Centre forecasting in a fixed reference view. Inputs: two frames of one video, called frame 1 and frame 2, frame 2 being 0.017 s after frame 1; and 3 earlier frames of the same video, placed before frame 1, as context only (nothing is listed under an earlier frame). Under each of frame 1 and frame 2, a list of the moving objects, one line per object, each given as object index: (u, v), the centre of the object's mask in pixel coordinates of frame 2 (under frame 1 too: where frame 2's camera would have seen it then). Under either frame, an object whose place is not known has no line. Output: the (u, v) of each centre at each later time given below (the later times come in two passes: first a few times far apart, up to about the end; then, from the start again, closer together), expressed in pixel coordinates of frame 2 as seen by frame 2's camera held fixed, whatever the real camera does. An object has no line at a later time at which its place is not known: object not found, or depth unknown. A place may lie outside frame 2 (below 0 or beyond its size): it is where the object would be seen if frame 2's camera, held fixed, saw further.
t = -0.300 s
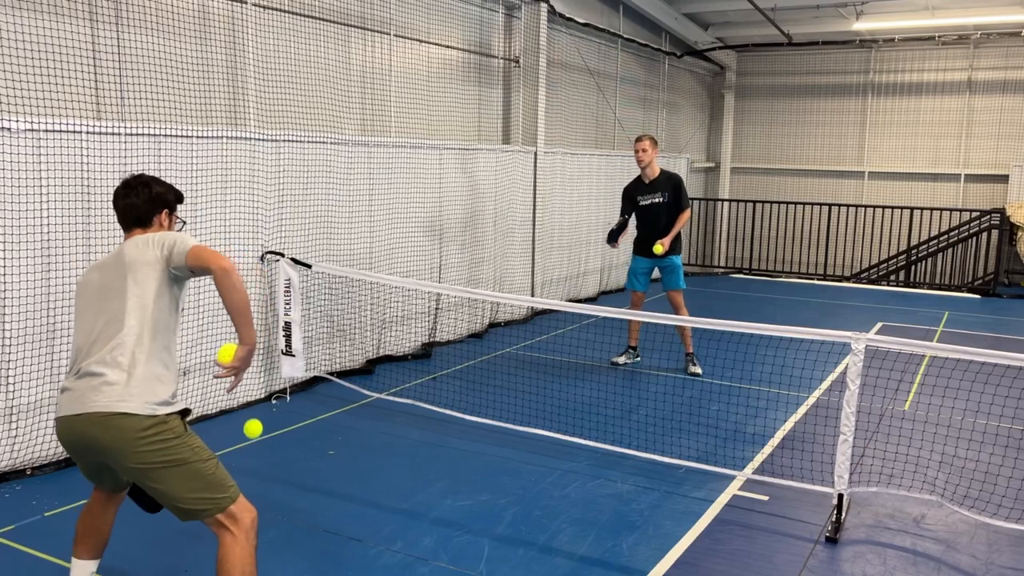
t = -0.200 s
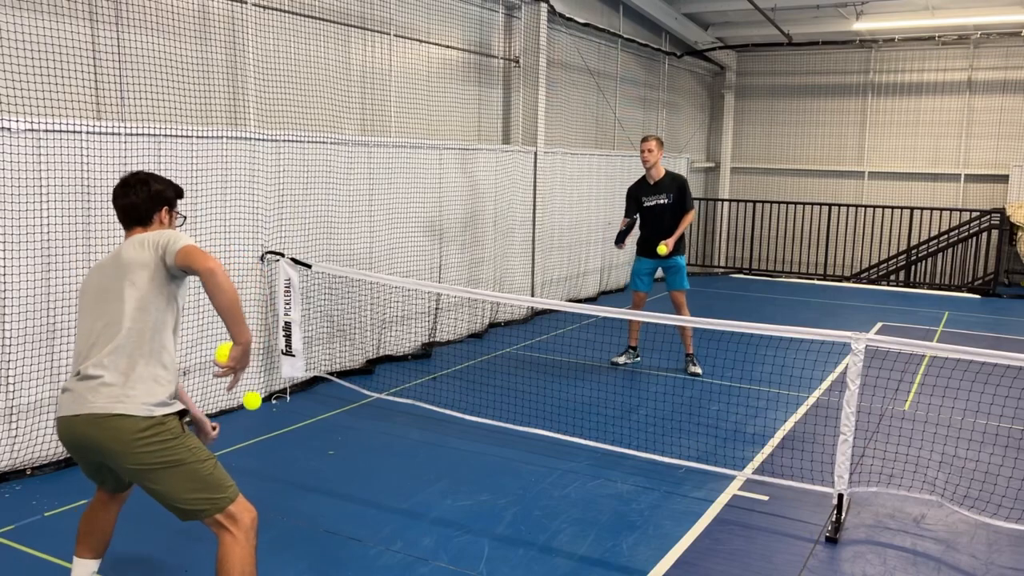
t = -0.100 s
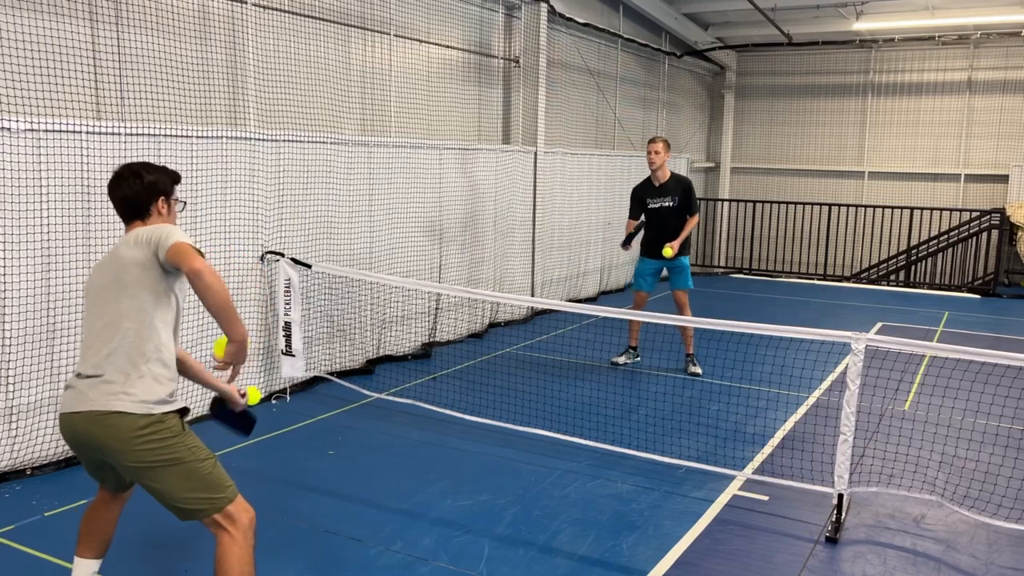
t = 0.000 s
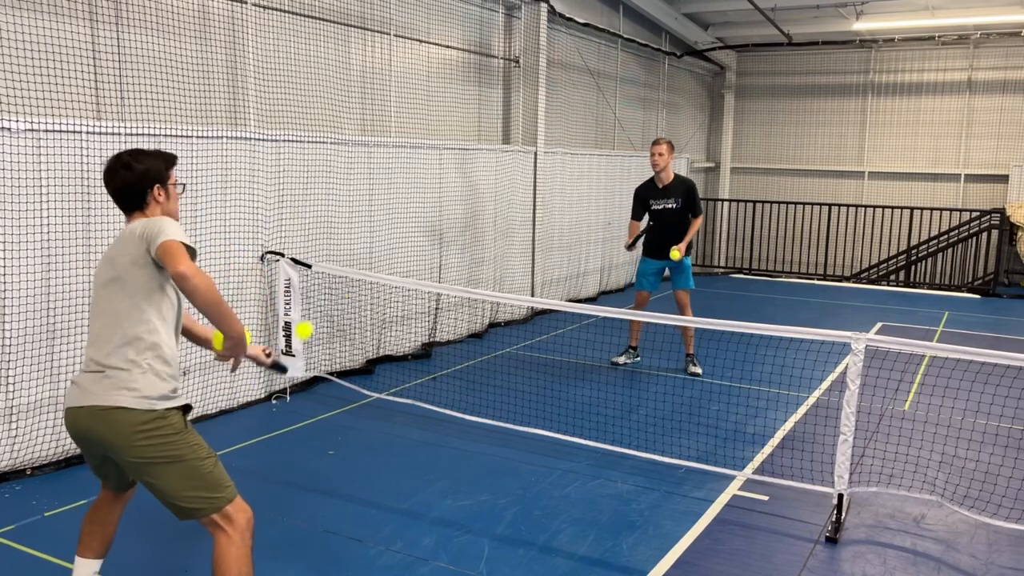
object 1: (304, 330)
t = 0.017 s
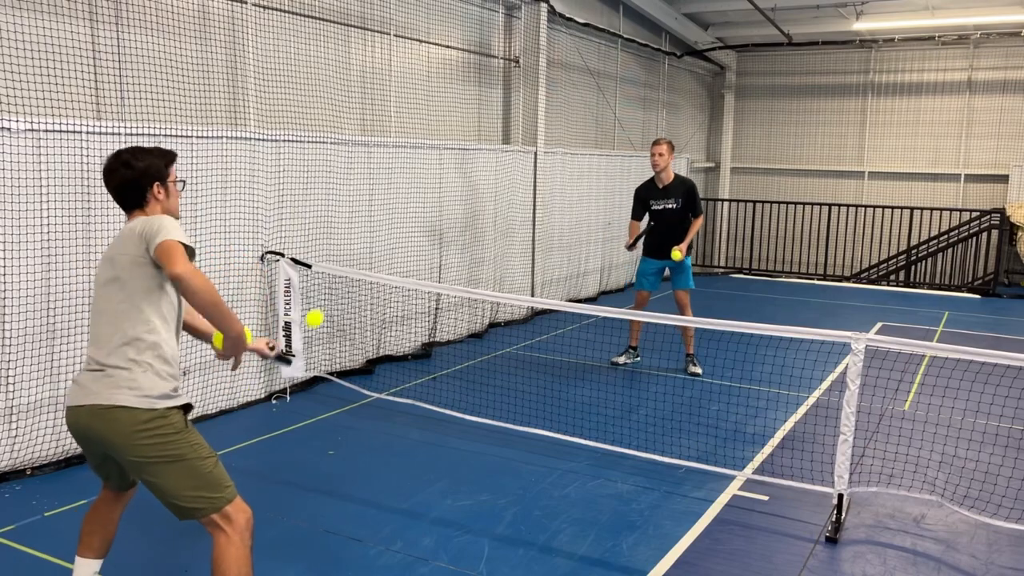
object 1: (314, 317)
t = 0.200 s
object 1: (414, 240)
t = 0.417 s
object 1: (498, 247)
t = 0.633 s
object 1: (560, 322)
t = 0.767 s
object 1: (589, 385)
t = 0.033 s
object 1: (325, 307)
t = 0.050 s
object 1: (335, 297)
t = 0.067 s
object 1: (343, 288)
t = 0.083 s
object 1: (353, 279)
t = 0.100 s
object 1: (363, 271)
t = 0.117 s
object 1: (372, 264)
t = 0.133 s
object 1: (381, 258)
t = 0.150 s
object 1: (388, 253)
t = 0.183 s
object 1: (405, 244)
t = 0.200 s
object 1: (414, 240)
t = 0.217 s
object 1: (420, 238)
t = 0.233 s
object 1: (428, 236)
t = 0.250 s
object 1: (435, 234)
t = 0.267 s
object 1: (442, 233)
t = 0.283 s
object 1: (449, 232)
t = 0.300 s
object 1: (456, 233)
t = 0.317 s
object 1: (463, 234)
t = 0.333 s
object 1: (469, 235)
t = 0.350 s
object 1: (475, 236)
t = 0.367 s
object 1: (481, 238)
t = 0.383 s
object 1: (487, 240)
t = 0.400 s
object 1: (493, 243)
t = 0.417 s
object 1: (498, 247)
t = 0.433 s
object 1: (504, 250)
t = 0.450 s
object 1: (509, 255)
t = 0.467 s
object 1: (514, 259)
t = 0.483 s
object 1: (520, 264)
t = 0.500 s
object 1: (524, 269)
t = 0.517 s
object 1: (530, 275)
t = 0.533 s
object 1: (534, 281)
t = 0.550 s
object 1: (539, 287)
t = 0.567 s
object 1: (543, 293)
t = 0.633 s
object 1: (560, 322)
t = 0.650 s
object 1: (564, 330)
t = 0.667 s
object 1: (568, 339)
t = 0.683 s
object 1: (571, 347)
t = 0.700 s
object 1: (575, 355)
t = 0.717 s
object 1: (579, 364)
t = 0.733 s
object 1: (582, 373)
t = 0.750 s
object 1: (585, 383)
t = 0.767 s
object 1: (589, 385)
